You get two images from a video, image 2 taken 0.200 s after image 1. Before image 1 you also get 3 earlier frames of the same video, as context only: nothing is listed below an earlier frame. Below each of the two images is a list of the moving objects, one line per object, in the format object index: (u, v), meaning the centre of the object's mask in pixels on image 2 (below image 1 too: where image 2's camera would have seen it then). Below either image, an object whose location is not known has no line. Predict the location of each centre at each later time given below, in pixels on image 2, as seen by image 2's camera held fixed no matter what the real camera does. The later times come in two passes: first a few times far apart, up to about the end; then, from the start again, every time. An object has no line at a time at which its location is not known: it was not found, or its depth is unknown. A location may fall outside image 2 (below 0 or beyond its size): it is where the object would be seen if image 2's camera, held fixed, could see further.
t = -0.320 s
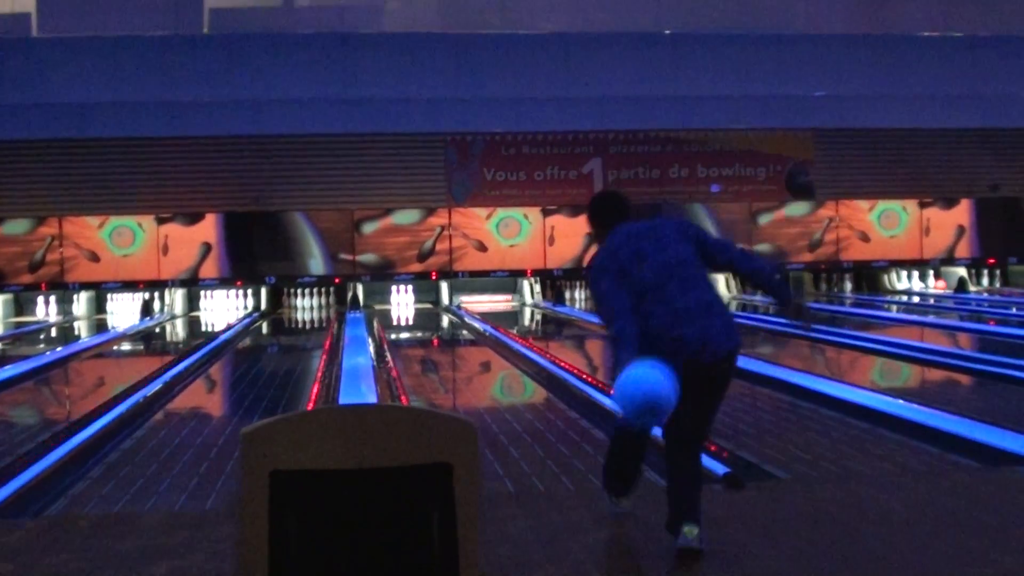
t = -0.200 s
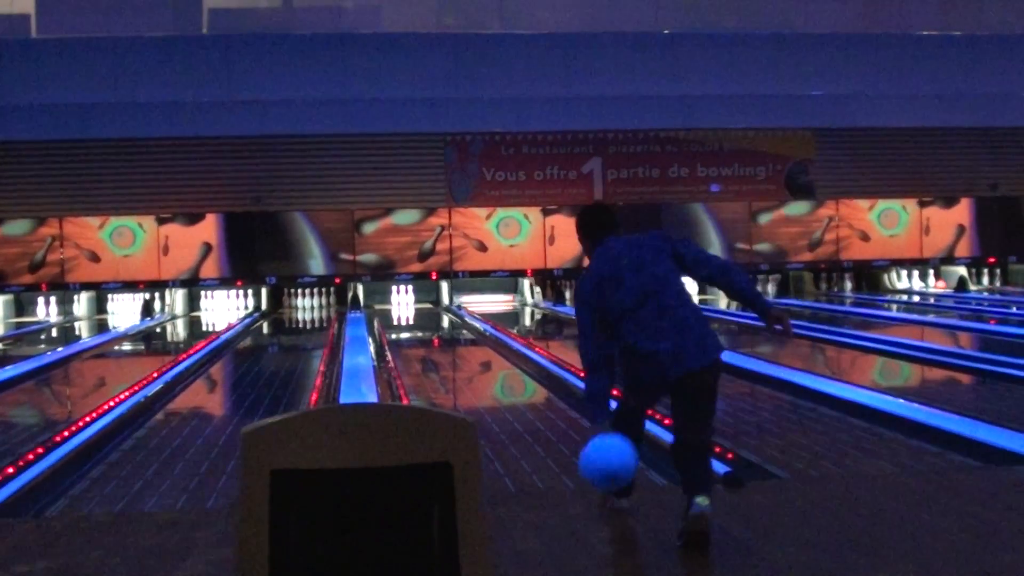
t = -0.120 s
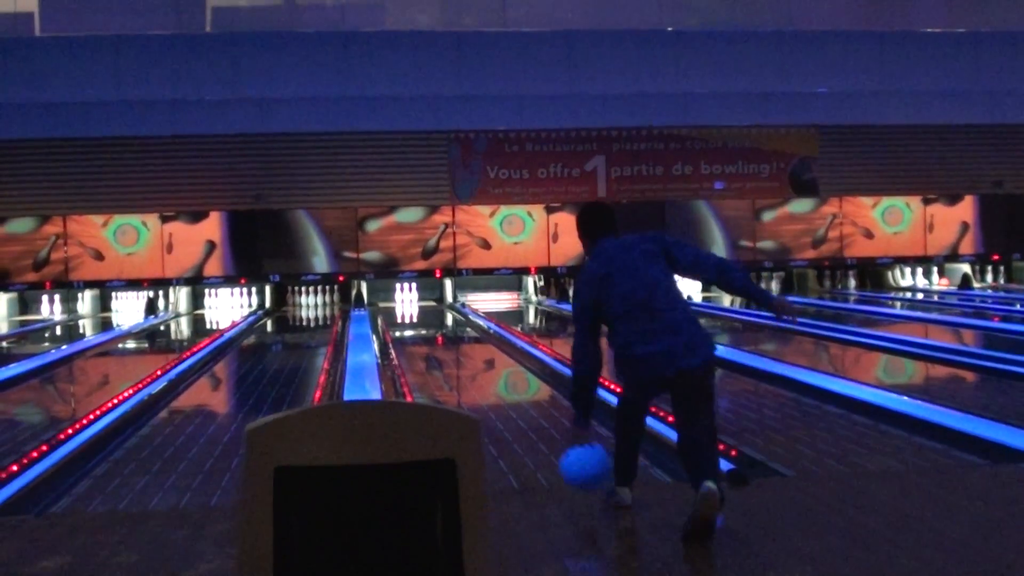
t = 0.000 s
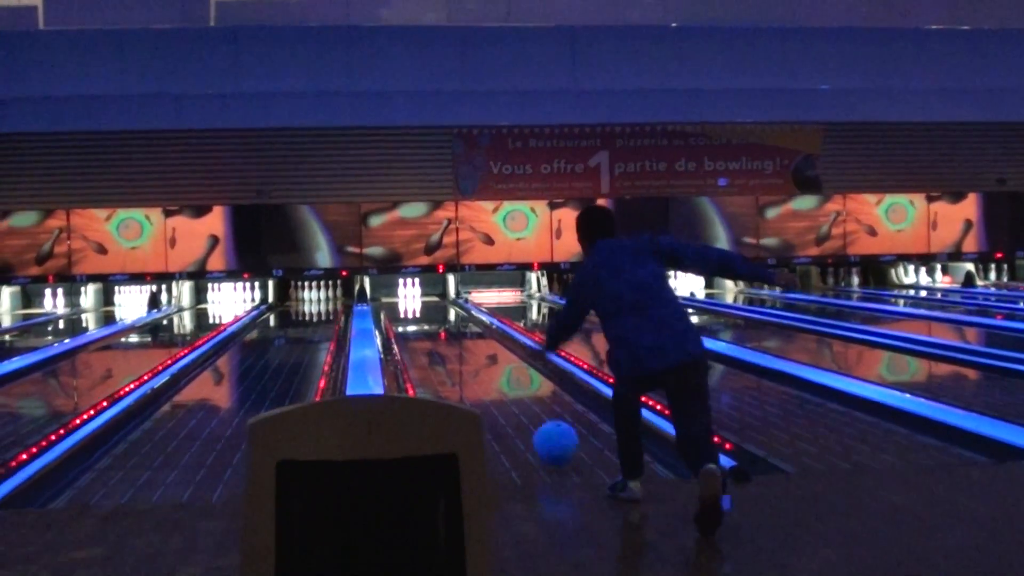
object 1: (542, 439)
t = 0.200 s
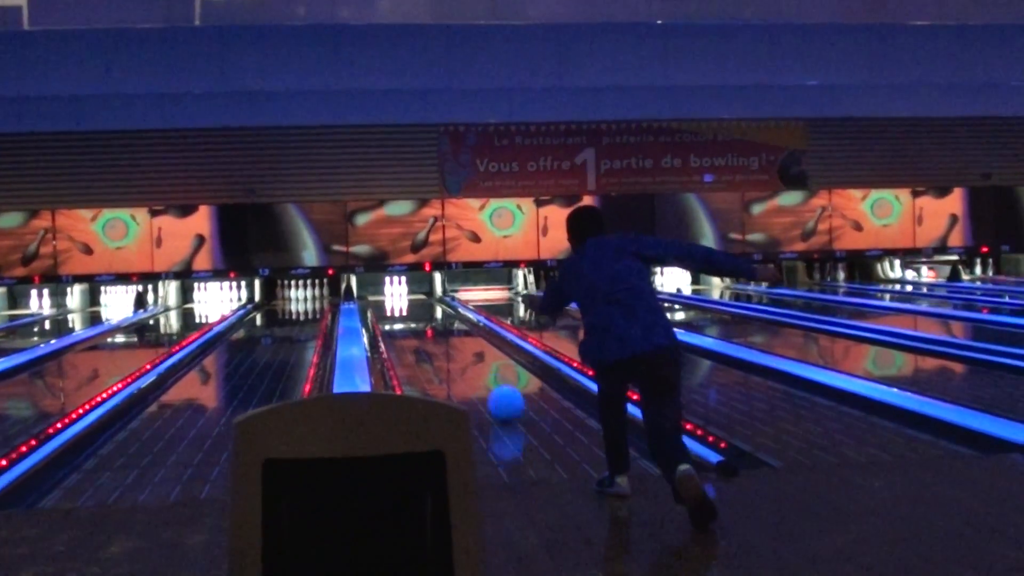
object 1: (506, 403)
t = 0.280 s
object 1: (494, 392)
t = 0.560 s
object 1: (467, 363)
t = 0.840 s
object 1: (449, 343)
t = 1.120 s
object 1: (437, 328)
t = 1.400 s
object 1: (429, 318)
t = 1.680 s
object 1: (420, 310)
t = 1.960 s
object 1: (416, 304)
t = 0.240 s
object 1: (500, 397)
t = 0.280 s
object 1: (494, 392)
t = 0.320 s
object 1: (490, 387)
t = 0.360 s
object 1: (485, 382)
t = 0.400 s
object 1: (481, 378)
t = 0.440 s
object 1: (477, 374)
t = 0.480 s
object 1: (474, 369)
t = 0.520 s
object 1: (470, 366)
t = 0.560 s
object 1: (467, 363)
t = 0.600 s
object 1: (463, 359)
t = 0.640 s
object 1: (461, 356)
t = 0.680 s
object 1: (458, 353)
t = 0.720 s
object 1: (455, 351)
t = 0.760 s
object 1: (453, 348)
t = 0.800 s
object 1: (451, 345)
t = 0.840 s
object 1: (449, 343)
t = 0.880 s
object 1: (447, 340)
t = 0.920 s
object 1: (445, 338)
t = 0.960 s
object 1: (444, 336)
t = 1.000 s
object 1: (442, 334)
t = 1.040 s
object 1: (440, 332)
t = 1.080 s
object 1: (438, 330)
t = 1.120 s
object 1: (437, 328)
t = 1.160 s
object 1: (436, 326)
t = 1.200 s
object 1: (434, 325)
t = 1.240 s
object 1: (433, 324)
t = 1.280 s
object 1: (432, 322)
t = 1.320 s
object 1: (430, 320)
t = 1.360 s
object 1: (429, 319)
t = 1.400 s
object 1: (429, 318)
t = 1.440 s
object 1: (427, 316)
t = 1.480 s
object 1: (426, 315)
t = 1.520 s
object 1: (425, 314)
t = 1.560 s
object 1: (424, 313)
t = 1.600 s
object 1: (423, 312)
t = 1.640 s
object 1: (421, 311)
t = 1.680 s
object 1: (420, 310)
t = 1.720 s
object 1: (420, 308)
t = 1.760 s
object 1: (419, 308)
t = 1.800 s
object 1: (419, 306)
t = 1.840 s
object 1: (418, 306)
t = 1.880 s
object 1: (418, 305)
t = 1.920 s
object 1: (417, 305)
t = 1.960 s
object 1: (416, 304)
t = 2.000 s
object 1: (416, 303)
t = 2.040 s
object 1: (415, 301)
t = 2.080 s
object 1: (415, 300)
